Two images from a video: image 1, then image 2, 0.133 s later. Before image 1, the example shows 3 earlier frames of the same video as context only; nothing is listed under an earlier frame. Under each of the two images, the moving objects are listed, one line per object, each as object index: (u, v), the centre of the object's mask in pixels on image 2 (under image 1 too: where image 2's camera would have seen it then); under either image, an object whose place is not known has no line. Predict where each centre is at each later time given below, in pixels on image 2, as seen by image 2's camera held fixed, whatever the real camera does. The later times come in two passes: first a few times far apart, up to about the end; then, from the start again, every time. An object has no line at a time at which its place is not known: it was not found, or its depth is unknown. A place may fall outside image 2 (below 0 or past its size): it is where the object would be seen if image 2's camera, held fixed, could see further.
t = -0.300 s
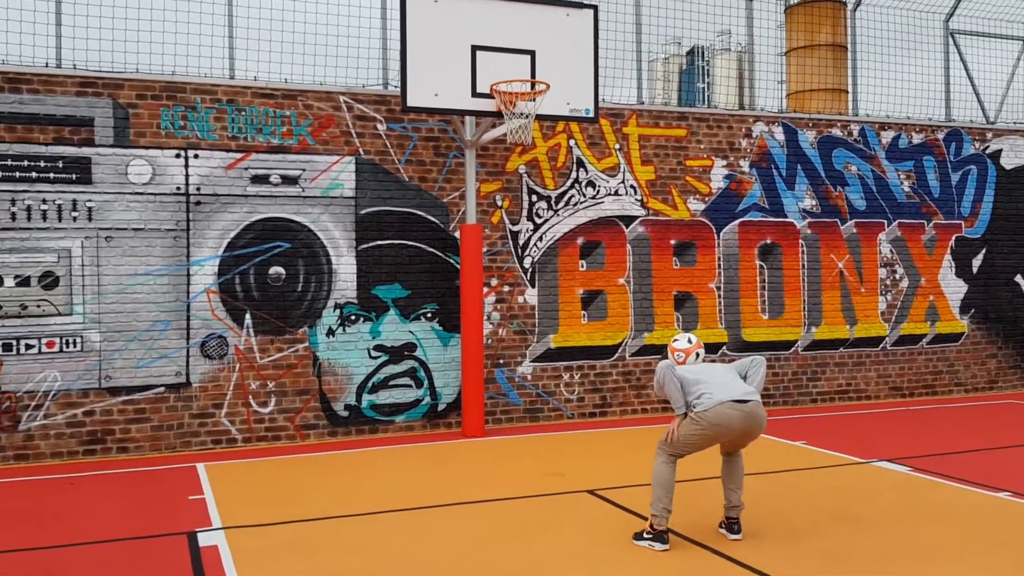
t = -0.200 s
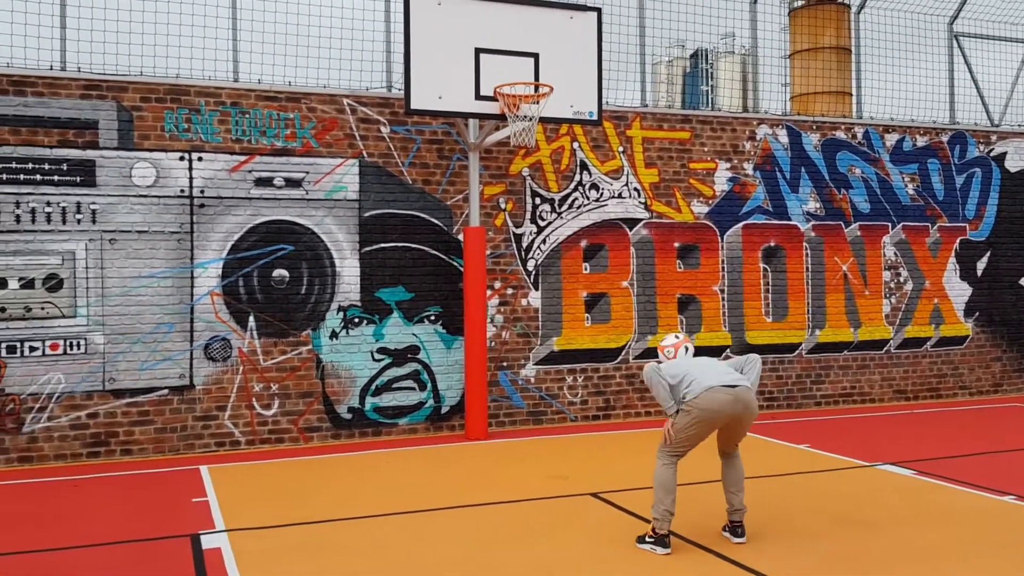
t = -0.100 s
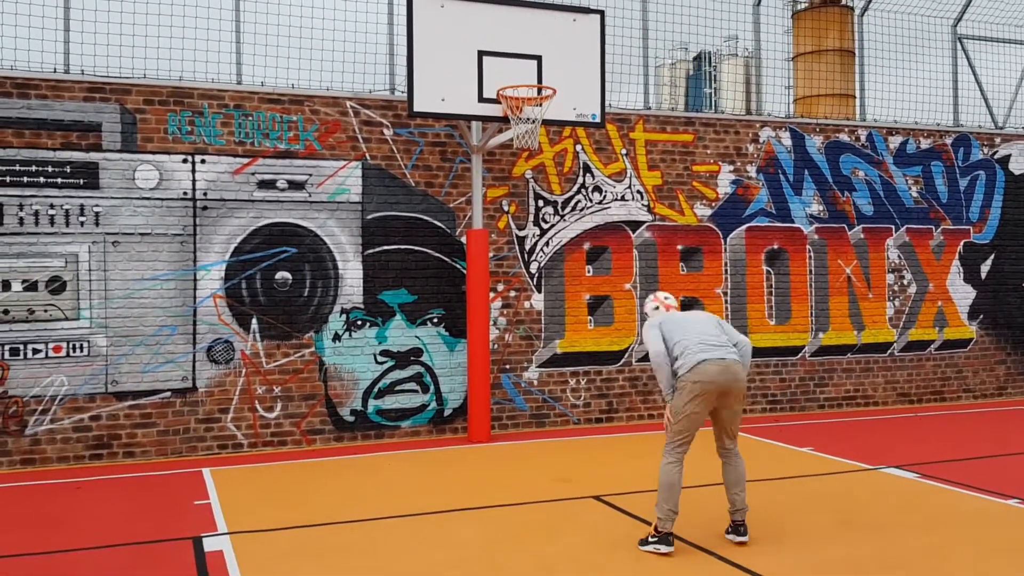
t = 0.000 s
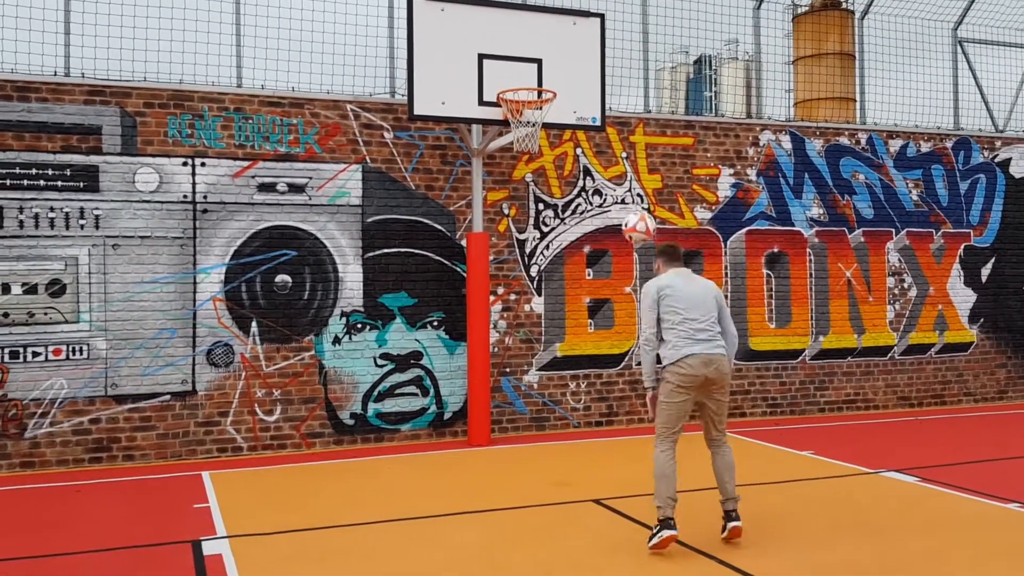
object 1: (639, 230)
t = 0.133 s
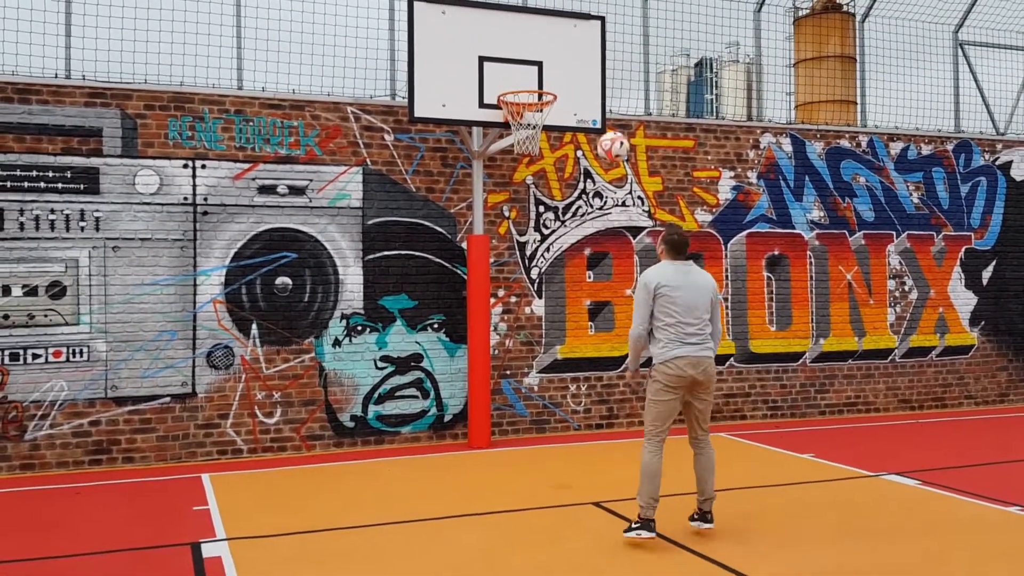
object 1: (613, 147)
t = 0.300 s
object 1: (584, 86)
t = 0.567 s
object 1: (544, 72)
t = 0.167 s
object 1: (606, 131)
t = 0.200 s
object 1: (601, 118)
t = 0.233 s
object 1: (596, 105)
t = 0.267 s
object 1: (590, 95)
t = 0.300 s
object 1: (584, 86)
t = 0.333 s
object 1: (579, 79)
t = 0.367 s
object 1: (573, 74)
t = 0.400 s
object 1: (568, 70)
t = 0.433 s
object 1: (564, 68)
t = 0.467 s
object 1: (559, 67)
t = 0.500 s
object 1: (554, 67)
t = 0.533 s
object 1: (549, 69)
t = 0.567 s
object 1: (544, 72)
